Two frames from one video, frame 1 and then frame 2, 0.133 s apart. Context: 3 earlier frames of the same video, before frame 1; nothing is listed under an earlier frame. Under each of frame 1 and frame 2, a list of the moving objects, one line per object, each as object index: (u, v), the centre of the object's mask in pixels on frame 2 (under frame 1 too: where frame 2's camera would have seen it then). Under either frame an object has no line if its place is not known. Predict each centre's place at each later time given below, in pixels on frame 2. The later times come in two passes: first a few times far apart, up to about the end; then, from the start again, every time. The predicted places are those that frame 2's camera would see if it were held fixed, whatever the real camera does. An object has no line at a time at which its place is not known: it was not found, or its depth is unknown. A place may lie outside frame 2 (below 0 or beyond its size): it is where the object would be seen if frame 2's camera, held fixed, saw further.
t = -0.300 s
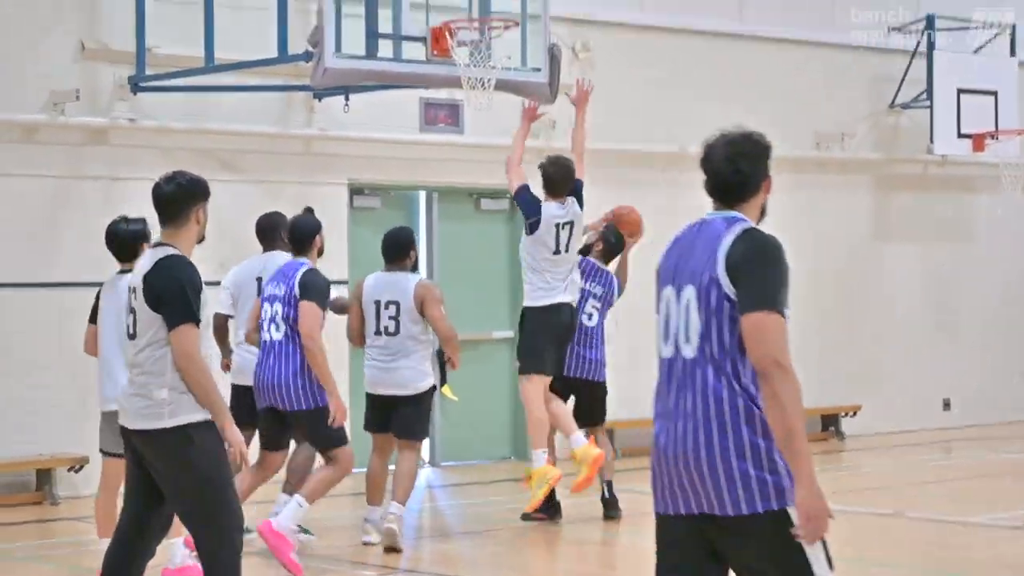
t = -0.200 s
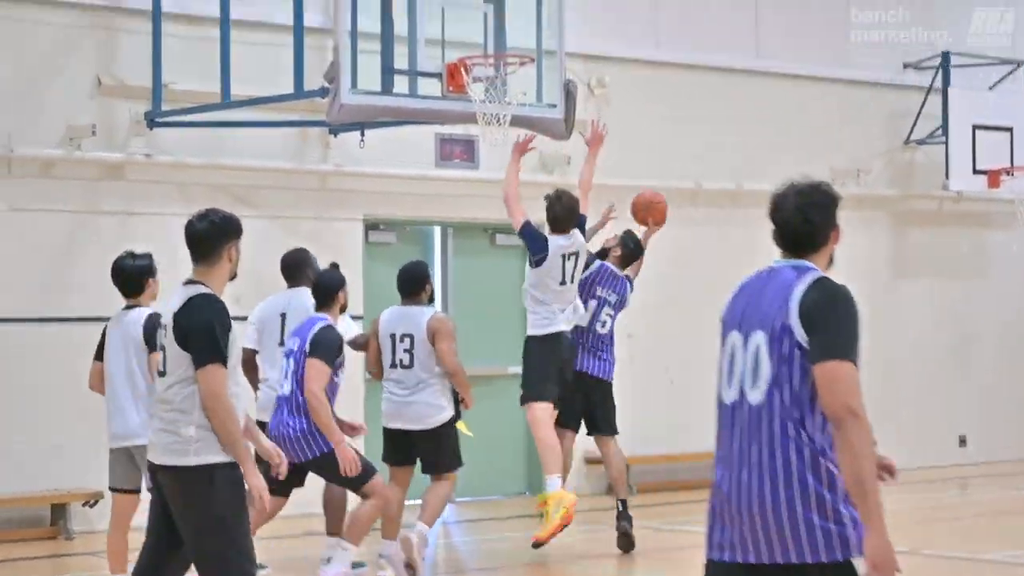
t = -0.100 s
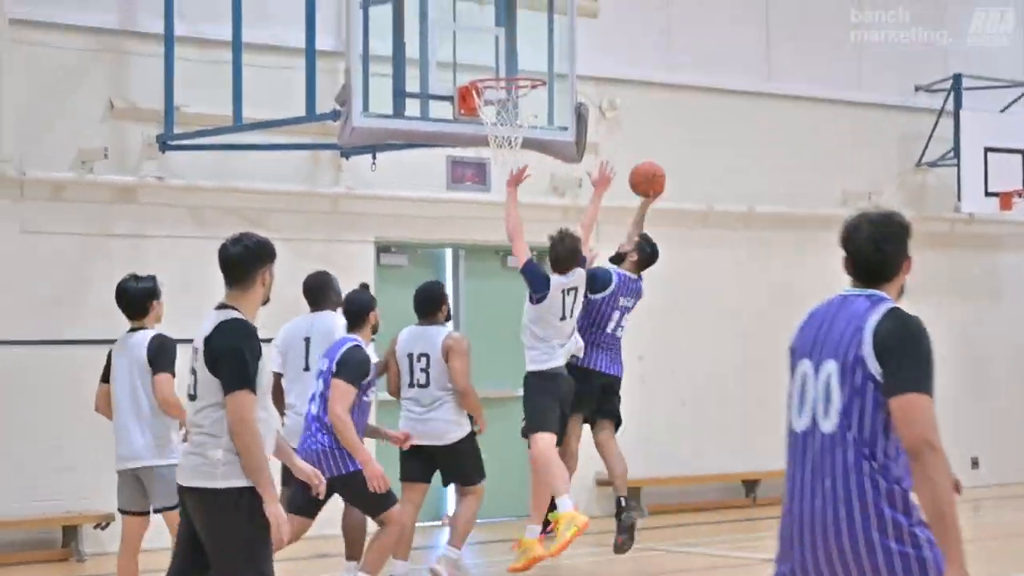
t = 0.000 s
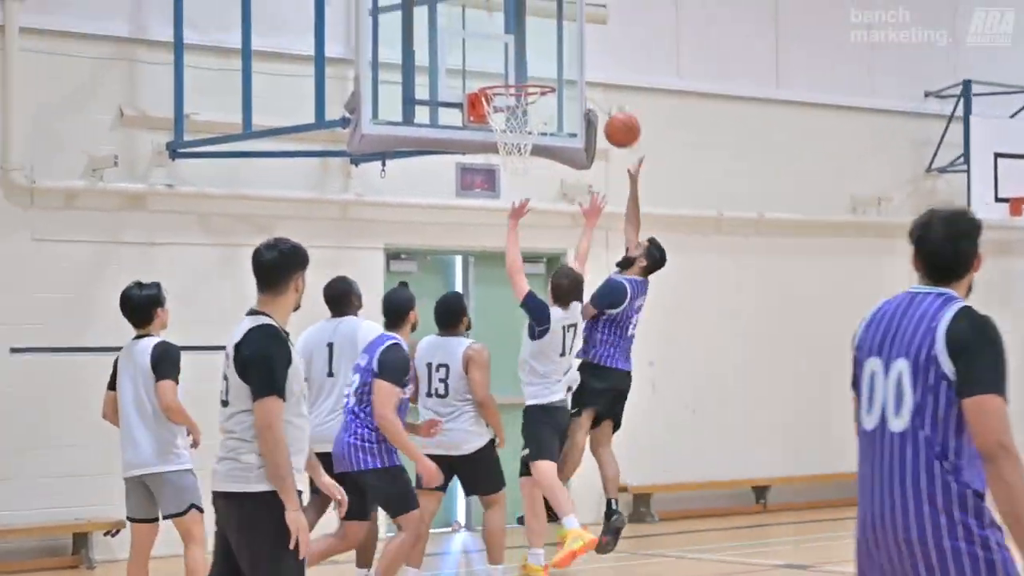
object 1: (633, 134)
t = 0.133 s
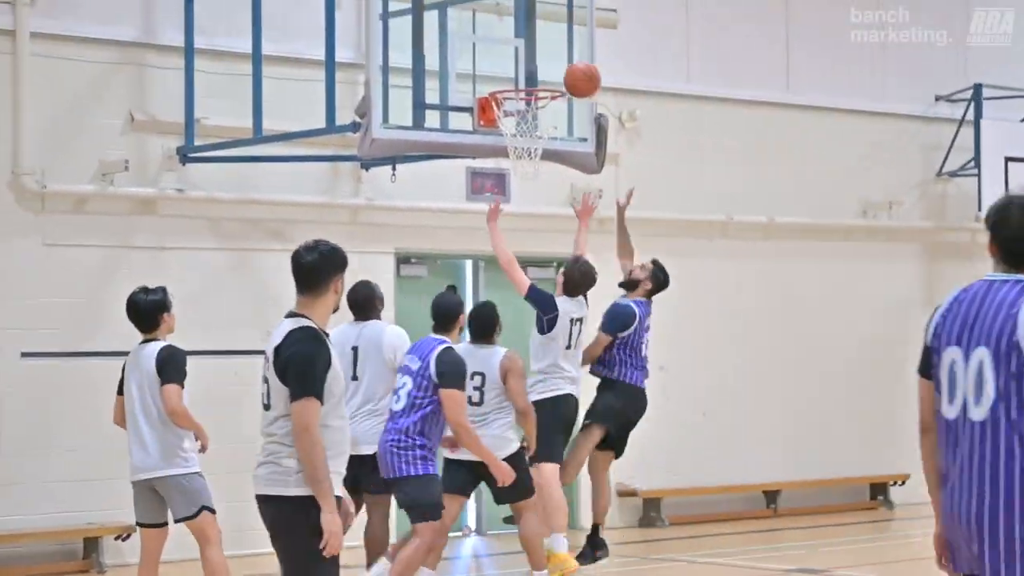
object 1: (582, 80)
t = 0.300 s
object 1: (527, 49)
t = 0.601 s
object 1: (525, 98)
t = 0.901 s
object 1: (560, 139)
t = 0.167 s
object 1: (569, 70)
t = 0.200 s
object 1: (556, 63)
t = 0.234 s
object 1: (544, 57)
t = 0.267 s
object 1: (531, 52)
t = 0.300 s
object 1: (527, 49)
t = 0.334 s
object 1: (525, 49)
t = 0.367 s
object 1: (522, 50)
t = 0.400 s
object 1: (520, 53)
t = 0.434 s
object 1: (517, 57)
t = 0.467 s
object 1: (515, 65)
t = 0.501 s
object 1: (512, 72)
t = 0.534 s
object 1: (509, 79)
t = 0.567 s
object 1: (513, 90)
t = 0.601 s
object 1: (525, 98)
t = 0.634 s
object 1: (530, 109)
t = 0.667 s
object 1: (538, 120)
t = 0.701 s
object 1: (547, 125)
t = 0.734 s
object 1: (553, 127)
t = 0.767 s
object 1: (556, 128)
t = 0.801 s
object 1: (558, 129)
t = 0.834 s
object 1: (559, 132)
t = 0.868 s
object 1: (561, 135)
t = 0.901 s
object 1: (560, 139)
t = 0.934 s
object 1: (561, 146)
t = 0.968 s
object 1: (560, 155)
